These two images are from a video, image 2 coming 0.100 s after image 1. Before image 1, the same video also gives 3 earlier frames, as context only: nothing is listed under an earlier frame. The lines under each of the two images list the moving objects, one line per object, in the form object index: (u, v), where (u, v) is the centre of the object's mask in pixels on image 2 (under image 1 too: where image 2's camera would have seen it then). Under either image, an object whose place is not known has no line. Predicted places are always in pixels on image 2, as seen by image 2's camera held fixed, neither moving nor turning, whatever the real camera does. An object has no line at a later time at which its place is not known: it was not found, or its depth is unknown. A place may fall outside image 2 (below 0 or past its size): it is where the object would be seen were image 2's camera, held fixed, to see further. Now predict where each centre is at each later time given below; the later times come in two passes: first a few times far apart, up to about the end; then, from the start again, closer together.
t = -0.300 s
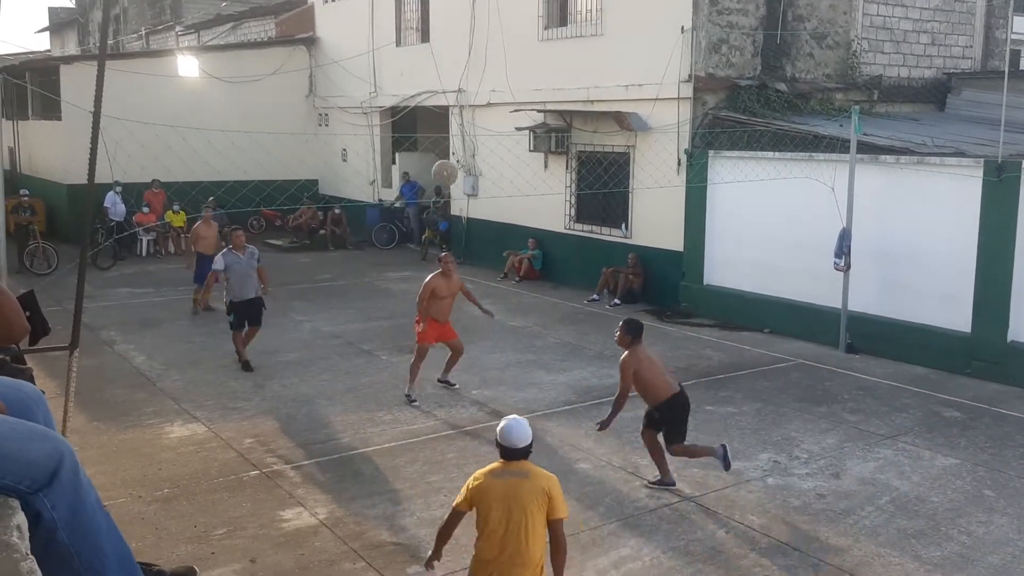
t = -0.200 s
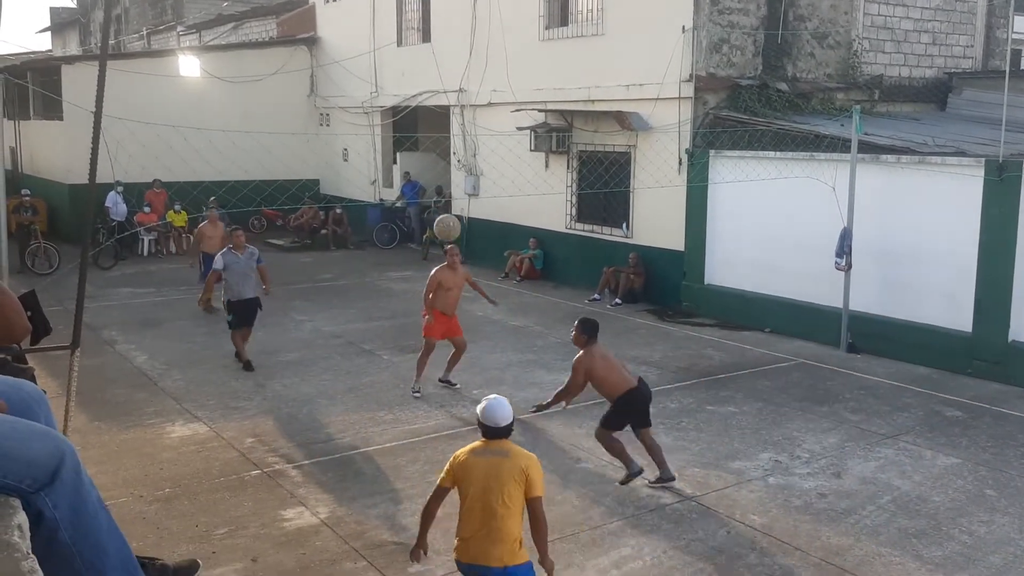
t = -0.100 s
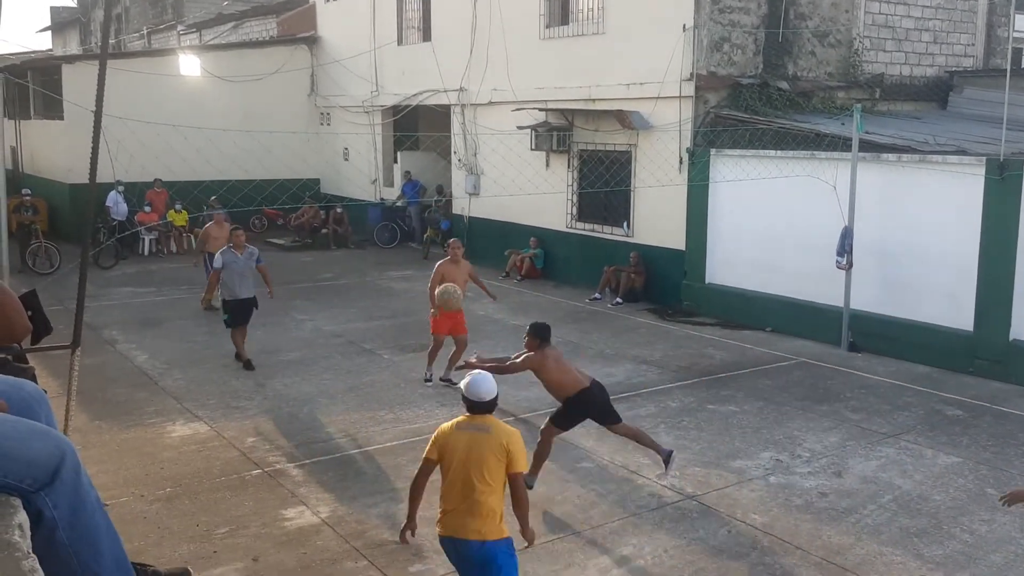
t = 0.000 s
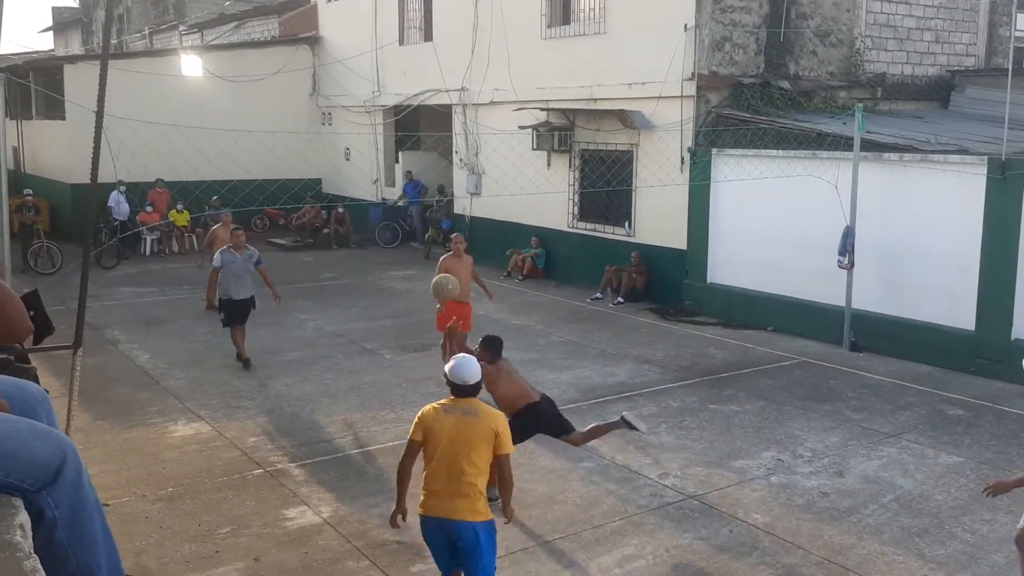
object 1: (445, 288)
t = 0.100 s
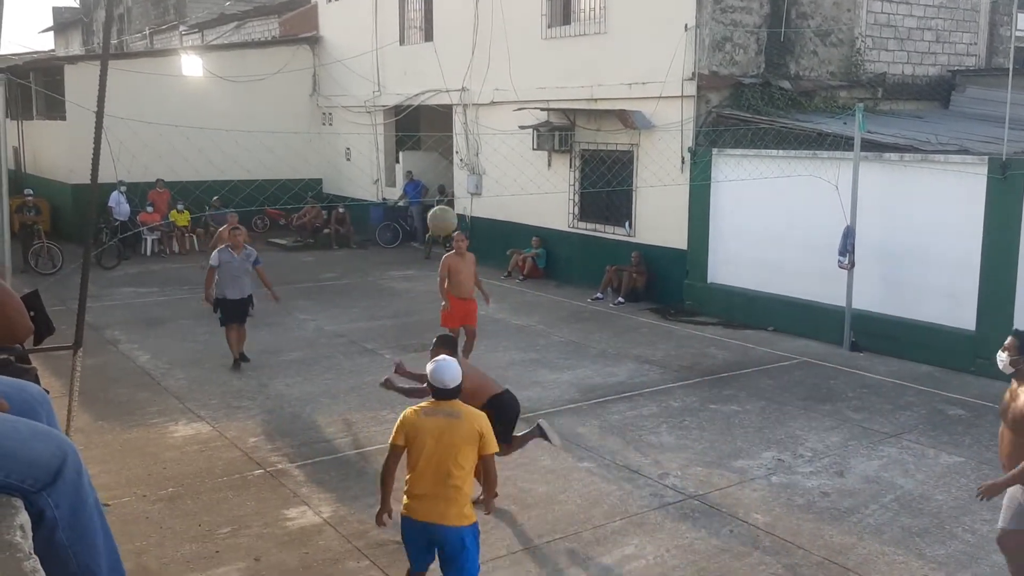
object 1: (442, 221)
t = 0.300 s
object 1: (435, 108)
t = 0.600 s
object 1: (423, 24)
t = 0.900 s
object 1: (410, 87)
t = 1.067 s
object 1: (403, 205)
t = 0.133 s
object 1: (441, 199)
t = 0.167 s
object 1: (440, 180)
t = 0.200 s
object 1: (438, 159)
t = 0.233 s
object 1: (438, 142)
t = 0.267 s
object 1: (436, 124)
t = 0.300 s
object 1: (435, 108)
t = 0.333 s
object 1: (434, 94)
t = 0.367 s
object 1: (432, 80)
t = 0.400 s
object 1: (431, 67)
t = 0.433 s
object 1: (430, 56)
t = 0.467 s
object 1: (428, 46)
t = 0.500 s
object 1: (427, 38)
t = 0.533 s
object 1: (425, 32)
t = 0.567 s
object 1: (424, 27)
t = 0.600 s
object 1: (423, 24)
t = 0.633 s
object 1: (422, 23)
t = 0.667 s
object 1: (420, 23)
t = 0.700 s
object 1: (418, 26)
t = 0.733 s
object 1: (417, 31)
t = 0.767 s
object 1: (416, 37)
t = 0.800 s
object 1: (414, 46)
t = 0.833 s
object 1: (413, 58)
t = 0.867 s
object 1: (411, 71)
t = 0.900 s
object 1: (410, 87)
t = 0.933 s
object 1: (409, 106)
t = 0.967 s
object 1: (408, 127)
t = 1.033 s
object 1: (405, 175)
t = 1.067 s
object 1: (403, 205)
